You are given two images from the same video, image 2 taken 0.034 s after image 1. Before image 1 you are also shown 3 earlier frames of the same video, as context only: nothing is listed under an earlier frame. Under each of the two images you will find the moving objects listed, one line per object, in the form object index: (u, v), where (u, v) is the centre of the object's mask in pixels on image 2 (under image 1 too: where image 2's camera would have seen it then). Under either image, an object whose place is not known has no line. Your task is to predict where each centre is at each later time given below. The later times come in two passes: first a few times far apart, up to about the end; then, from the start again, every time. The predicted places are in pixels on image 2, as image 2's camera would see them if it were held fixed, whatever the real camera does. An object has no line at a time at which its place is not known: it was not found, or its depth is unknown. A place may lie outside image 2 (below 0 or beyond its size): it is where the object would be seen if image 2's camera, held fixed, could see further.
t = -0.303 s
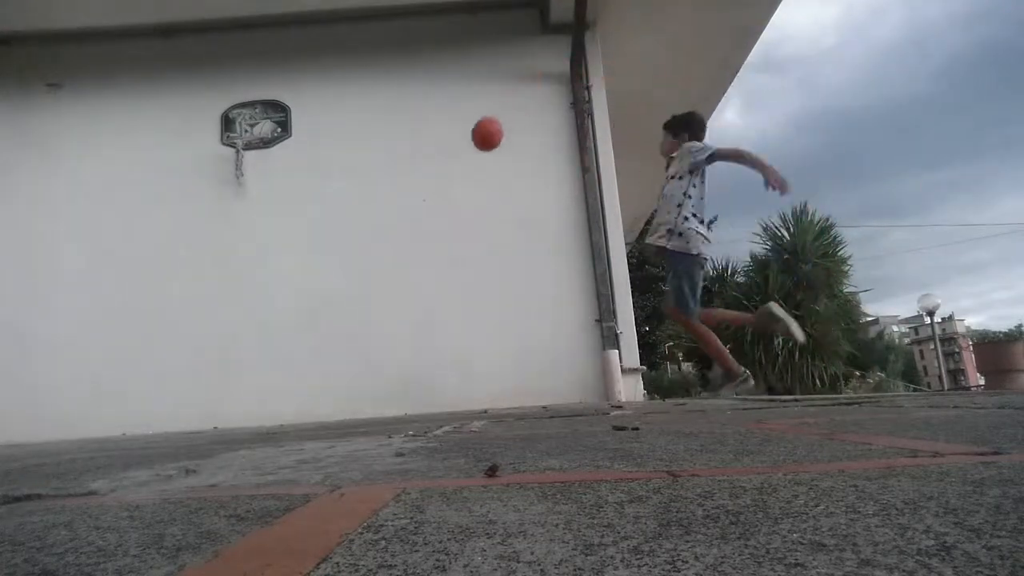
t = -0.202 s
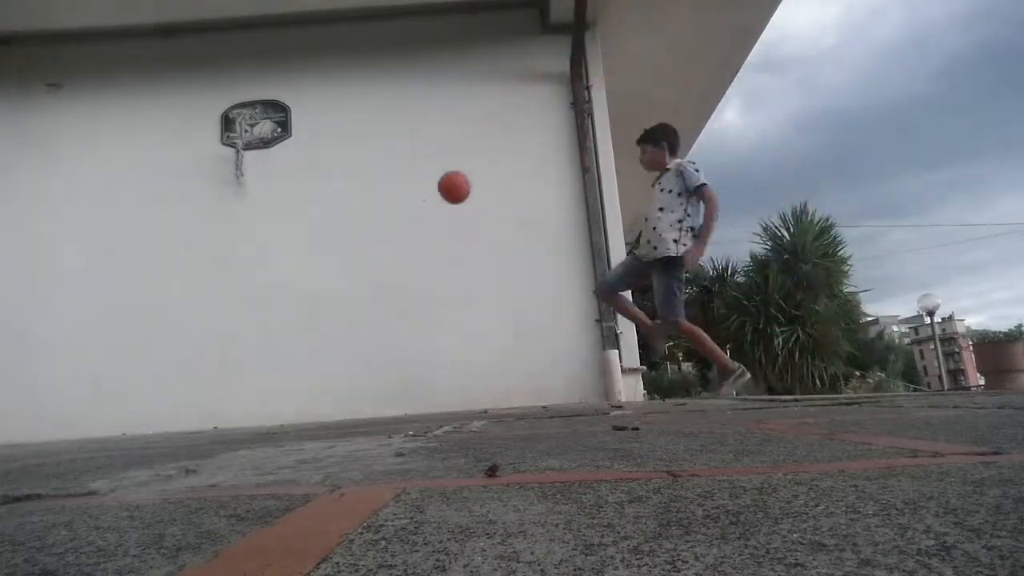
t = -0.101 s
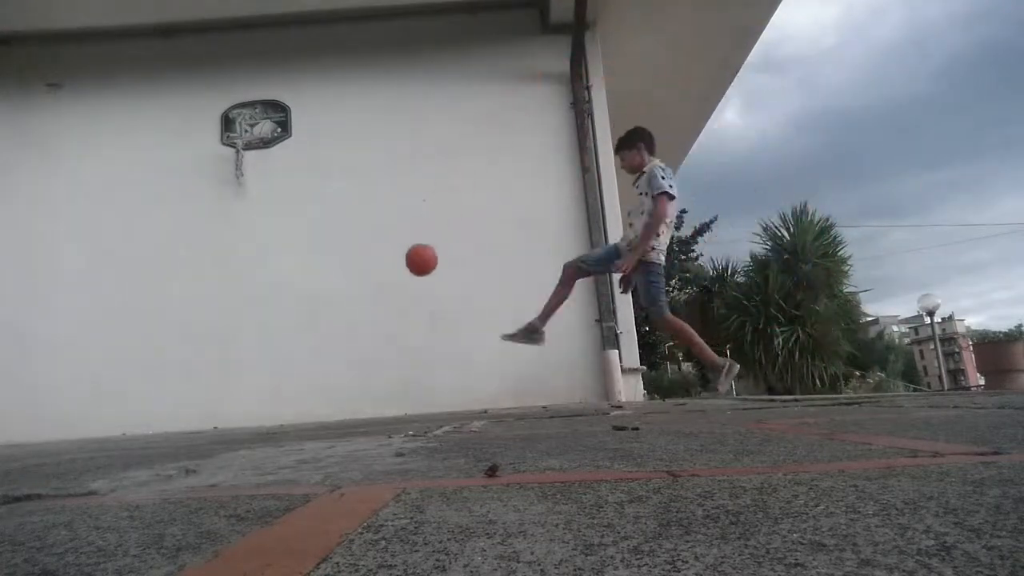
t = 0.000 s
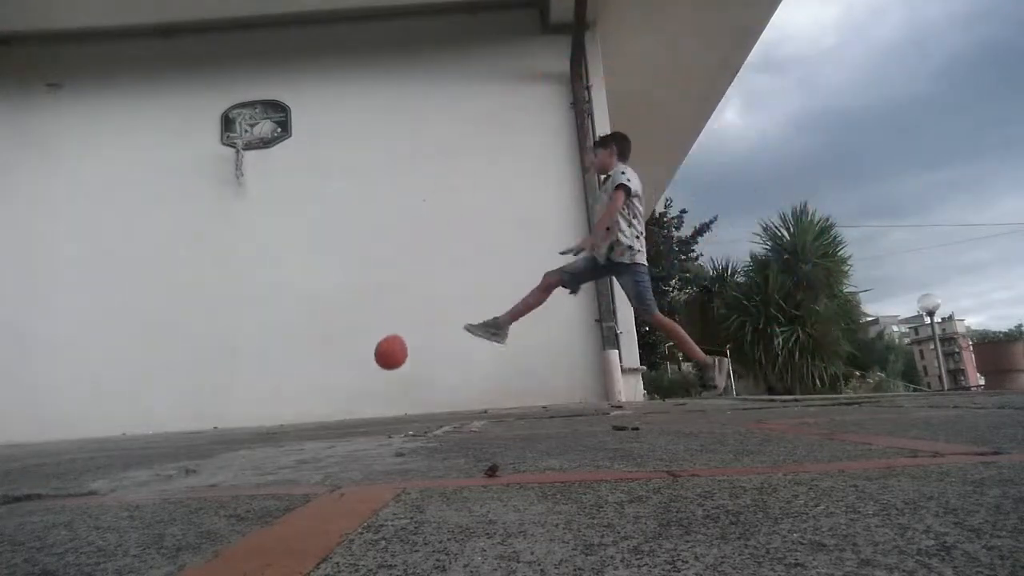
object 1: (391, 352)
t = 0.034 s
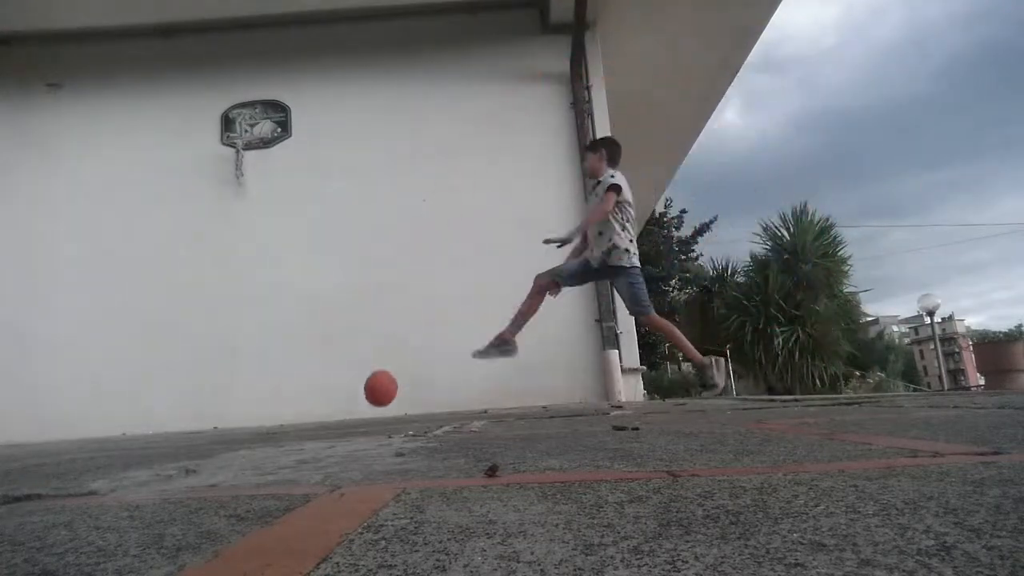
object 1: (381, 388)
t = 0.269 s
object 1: (313, 363)
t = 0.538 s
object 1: (237, 408)
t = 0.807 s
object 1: (181, 412)
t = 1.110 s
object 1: (119, 417)
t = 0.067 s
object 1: (371, 398)
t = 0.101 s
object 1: (361, 387)
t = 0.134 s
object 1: (351, 378)
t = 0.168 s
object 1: (341, 370)
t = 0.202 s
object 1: (332, 366)
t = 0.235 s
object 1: (322, 363)
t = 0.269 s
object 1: (313, 363)
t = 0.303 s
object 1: (304, 364)
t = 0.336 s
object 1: (294, 367)
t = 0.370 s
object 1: (285, 372)
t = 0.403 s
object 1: (275, 379)
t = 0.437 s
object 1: (265, 389)
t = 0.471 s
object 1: (255, 401)
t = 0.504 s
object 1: (244, 413)
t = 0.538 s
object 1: (237, 408)
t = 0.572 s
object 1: (229, 404)
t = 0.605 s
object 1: (222, 403)
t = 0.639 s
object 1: (215, 404)
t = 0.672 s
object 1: (208, 407)
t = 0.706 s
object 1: (201, 412)
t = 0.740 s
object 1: (194, 414)
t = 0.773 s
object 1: (188, 412)
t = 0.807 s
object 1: (181, 412)
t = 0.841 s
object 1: (174, 414)
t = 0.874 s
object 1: (168, 414)
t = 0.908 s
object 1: (161, 415)
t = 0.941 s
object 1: (154, 416)
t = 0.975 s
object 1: (146, 416)
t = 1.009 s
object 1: (139, 417)
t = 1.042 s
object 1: (132, 417)
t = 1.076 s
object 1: (126, 416)
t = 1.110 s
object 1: (119, 417)
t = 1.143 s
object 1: (112, 419)
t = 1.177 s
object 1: (105, 419)
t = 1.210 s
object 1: (98, 420)
